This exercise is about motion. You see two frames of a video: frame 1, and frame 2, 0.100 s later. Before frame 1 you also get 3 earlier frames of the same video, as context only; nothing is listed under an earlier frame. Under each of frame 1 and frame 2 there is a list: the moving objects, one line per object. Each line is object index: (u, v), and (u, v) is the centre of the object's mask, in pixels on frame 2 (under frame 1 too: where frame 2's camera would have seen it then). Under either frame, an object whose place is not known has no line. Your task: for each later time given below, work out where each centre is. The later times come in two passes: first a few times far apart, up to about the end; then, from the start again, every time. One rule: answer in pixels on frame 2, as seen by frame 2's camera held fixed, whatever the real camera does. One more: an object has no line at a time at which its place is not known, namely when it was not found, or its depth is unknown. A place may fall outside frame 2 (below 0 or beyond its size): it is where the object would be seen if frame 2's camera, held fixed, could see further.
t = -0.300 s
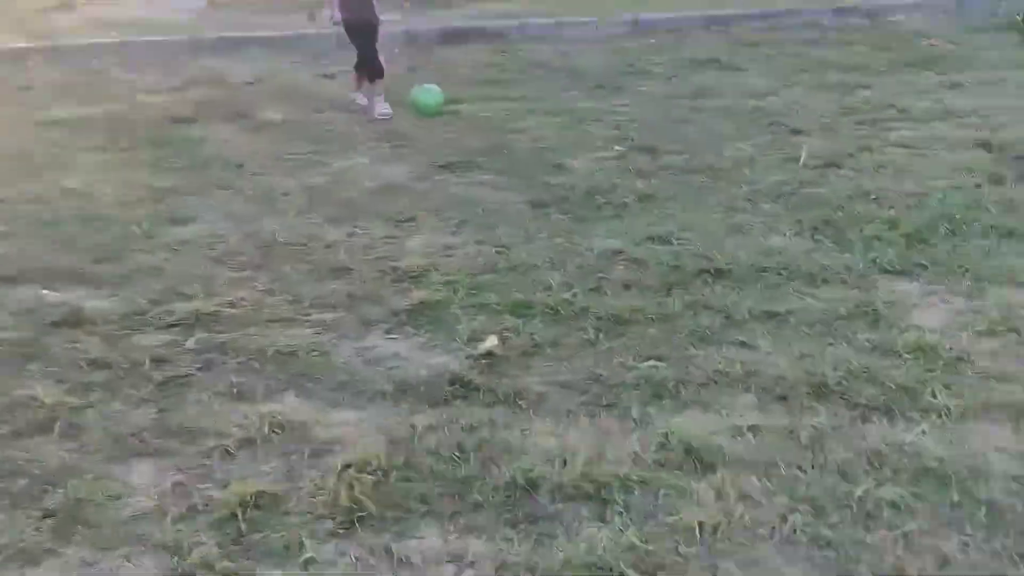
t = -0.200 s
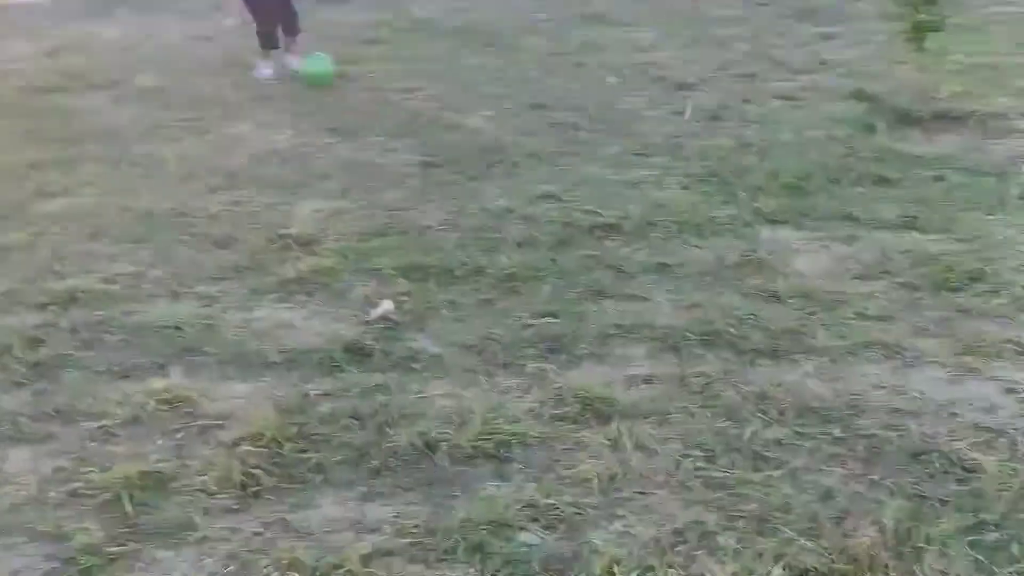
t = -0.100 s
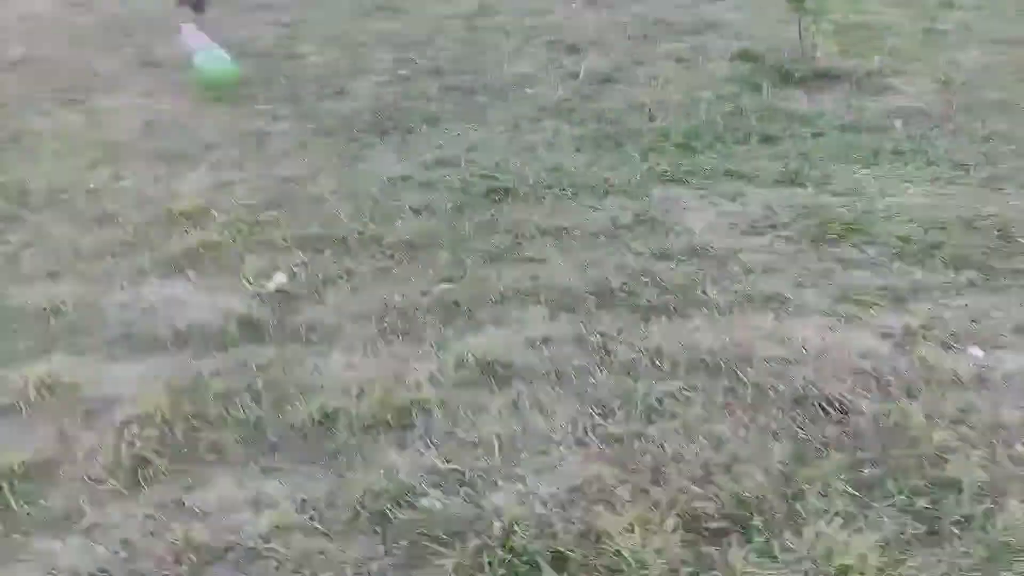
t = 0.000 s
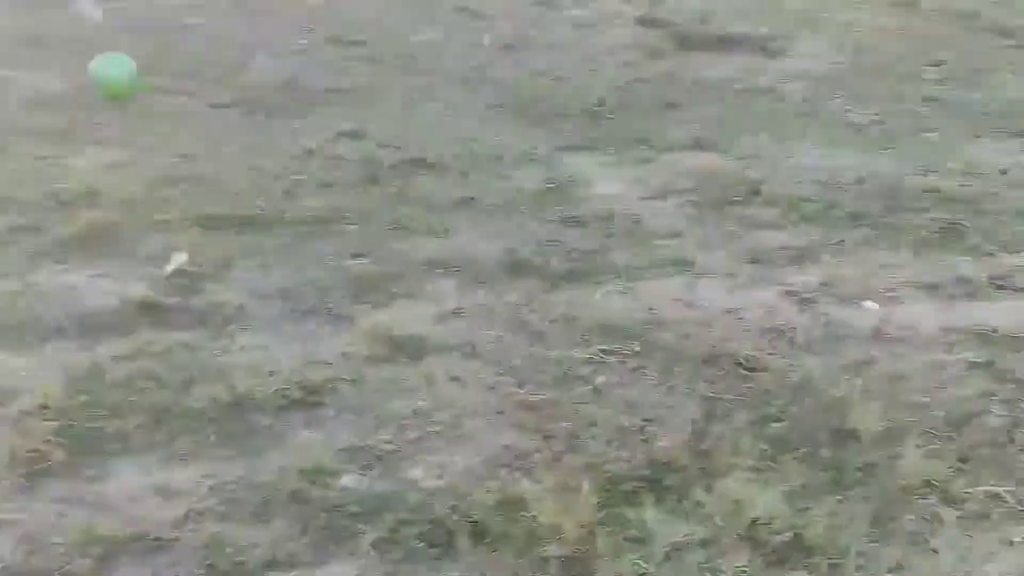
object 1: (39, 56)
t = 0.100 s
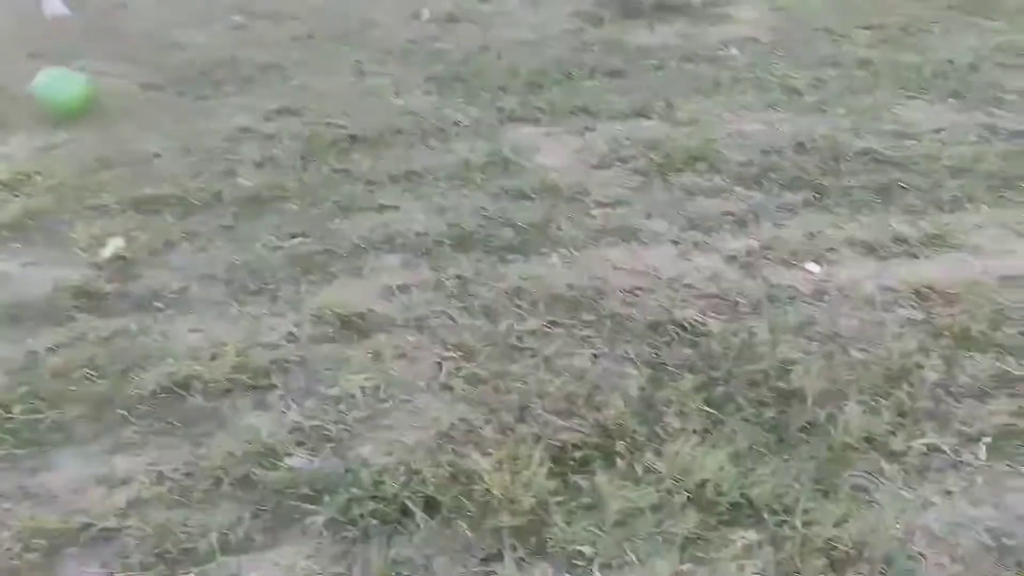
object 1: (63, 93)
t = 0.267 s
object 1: (117, 155)
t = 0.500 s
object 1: (234, 239)
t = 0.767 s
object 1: (410, 359)
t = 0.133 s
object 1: (75, 100)
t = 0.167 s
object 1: (80, 112)
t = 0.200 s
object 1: (90, 123)
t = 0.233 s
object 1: (102, 137)
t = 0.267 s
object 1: (117, 155)
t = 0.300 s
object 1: (126, 160)
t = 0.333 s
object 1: (137, 170)
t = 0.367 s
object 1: (156, 189)
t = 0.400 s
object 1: (174, 201)
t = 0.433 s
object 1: (190, 216)
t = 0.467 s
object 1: (212, 230)
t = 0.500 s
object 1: (234, 239)
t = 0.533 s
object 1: (254, 257)
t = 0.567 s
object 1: (276, 270)
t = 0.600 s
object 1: (299, 279)
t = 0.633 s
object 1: (323, 298)
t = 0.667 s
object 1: (347, 319)
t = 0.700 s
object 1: (365, 321)
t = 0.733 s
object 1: (386, 334)
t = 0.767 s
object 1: (410, 359)
